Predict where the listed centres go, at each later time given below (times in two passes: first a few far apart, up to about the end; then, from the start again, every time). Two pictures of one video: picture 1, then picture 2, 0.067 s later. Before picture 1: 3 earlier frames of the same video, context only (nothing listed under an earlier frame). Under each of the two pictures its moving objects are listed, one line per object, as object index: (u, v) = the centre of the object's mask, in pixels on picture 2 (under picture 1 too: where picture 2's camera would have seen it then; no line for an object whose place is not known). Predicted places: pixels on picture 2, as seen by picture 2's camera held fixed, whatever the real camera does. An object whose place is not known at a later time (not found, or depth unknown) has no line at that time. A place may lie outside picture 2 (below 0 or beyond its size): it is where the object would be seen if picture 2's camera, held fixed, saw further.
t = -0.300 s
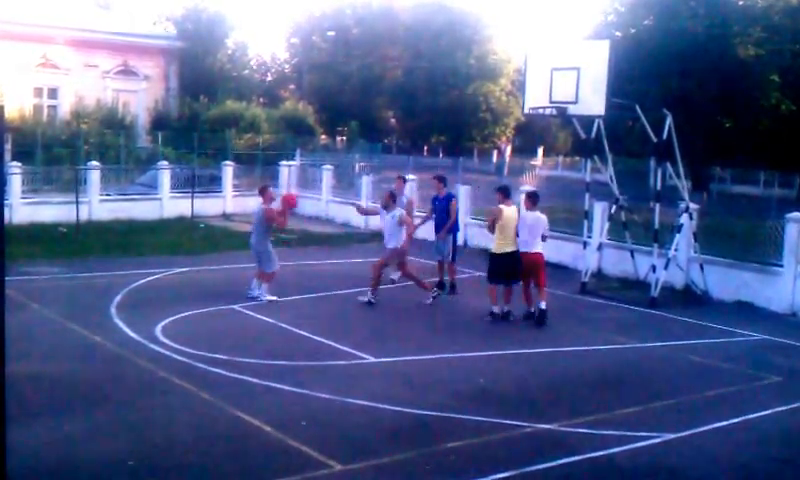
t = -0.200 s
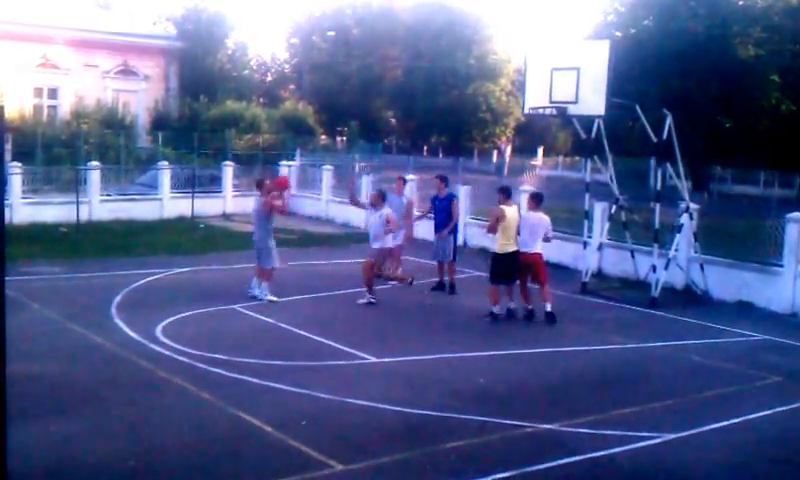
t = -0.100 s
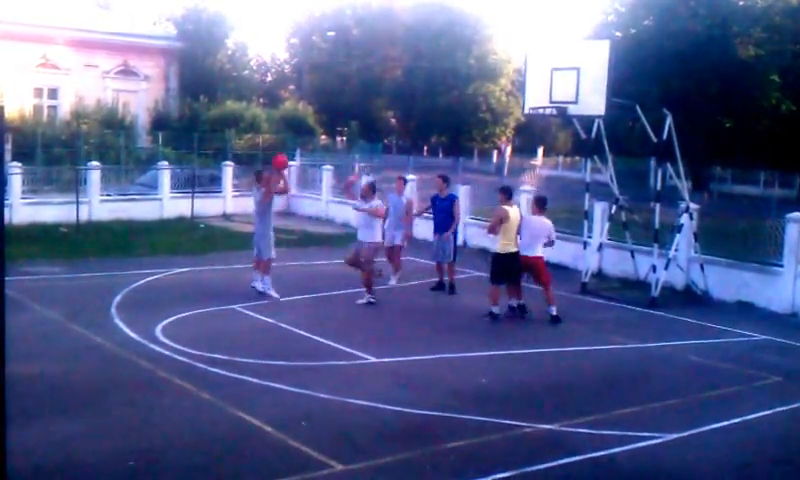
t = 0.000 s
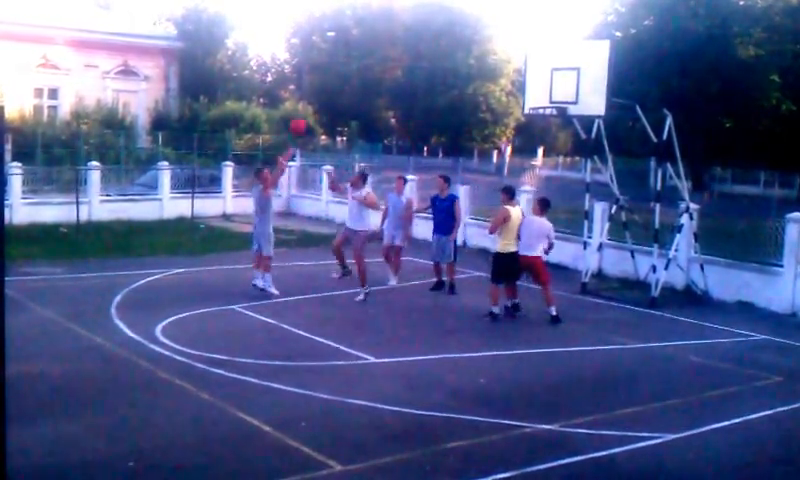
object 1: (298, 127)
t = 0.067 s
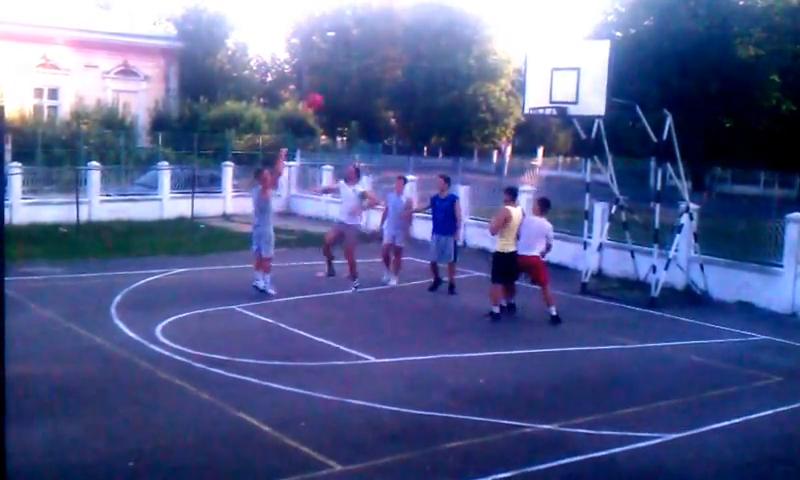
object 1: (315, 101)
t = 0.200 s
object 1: (347, 62)
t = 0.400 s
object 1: (394, 21)
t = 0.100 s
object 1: (323, 90)
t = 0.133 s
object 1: (330, 79)
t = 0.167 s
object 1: (339, 69)
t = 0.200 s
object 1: (347, 62)
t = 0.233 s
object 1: (355, 52)
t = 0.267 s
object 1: (362, 44)
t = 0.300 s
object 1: (370, 37)
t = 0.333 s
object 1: (380, 30)
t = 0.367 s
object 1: (387, 26)
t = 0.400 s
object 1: (394, 21)
